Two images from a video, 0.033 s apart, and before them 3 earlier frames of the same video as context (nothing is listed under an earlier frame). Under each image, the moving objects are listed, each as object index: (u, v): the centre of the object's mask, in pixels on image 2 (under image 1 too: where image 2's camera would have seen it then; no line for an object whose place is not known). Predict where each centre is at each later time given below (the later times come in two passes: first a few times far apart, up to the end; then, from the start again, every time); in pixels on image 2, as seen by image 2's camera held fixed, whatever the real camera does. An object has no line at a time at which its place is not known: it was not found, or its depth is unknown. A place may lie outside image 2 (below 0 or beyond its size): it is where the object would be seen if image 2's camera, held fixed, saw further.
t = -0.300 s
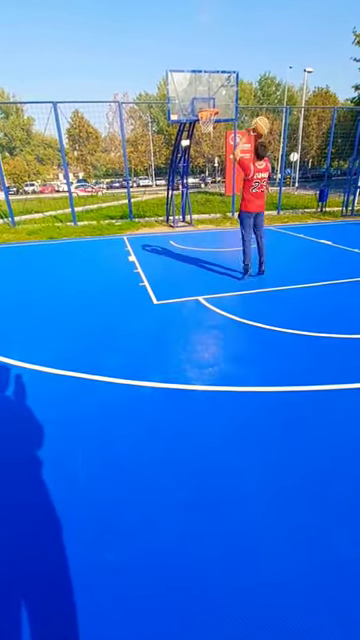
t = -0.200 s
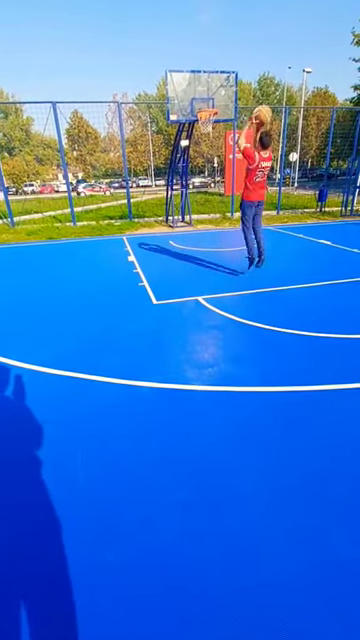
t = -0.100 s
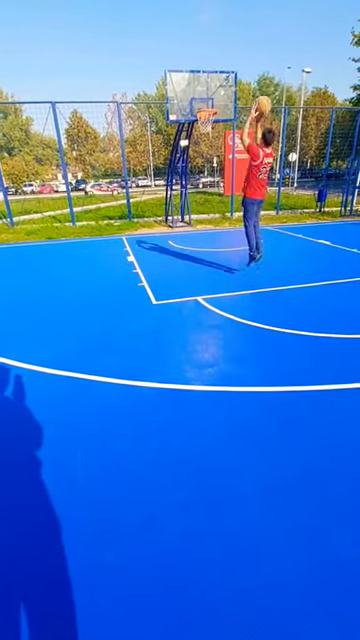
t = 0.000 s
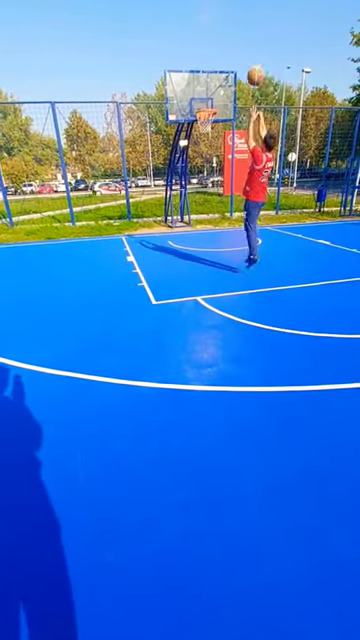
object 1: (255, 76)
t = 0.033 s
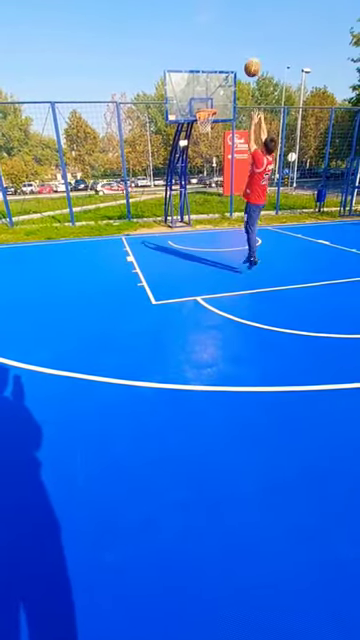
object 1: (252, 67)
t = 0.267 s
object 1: (234, 35)
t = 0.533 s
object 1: (217, 49)
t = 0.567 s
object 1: (215, 54)
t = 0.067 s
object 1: (249, 59)
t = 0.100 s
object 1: (247, 53)
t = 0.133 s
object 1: (244, 48)
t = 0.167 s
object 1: (242, 43)
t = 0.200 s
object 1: (239, 40)
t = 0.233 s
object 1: (237, 37)
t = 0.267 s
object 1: (234, 35)
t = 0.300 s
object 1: (232, 35)
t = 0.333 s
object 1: (230, 35)
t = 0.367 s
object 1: (228, 35)
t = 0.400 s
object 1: (225, 37)
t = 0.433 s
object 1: (223, 39)
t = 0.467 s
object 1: (221, 42)
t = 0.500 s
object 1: (219, 45)
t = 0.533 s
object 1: (217, 49)
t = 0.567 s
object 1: (215, 54)
